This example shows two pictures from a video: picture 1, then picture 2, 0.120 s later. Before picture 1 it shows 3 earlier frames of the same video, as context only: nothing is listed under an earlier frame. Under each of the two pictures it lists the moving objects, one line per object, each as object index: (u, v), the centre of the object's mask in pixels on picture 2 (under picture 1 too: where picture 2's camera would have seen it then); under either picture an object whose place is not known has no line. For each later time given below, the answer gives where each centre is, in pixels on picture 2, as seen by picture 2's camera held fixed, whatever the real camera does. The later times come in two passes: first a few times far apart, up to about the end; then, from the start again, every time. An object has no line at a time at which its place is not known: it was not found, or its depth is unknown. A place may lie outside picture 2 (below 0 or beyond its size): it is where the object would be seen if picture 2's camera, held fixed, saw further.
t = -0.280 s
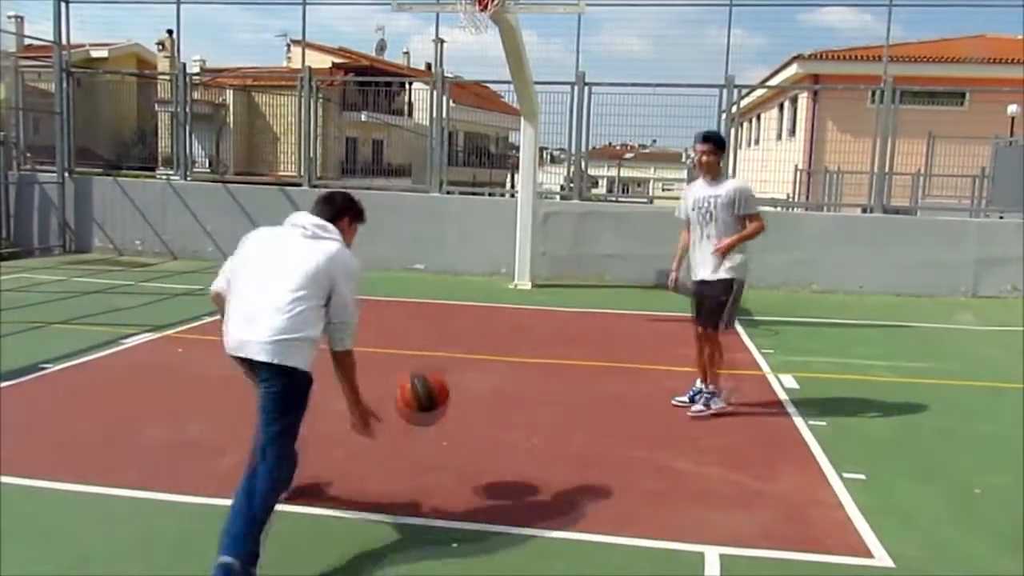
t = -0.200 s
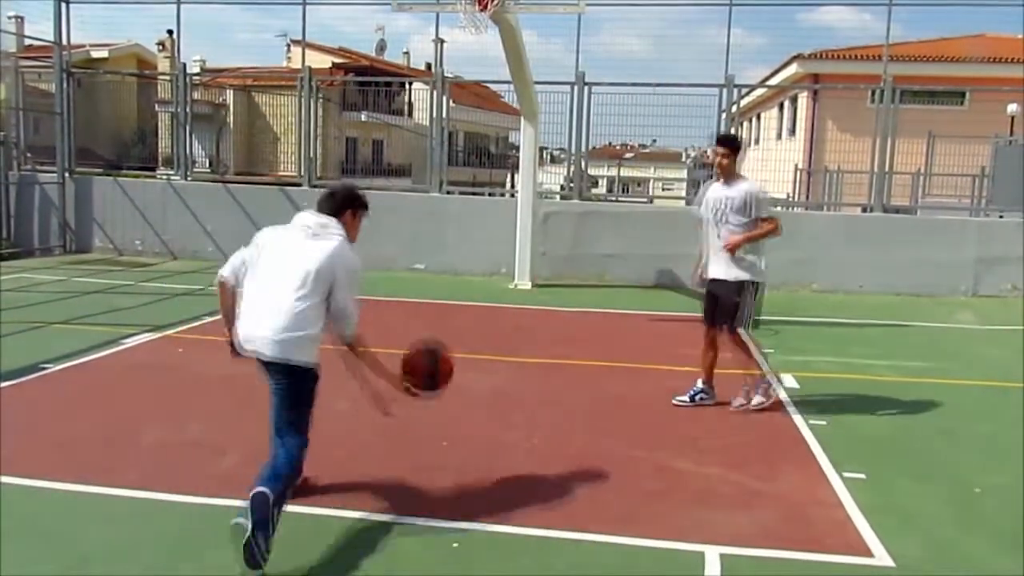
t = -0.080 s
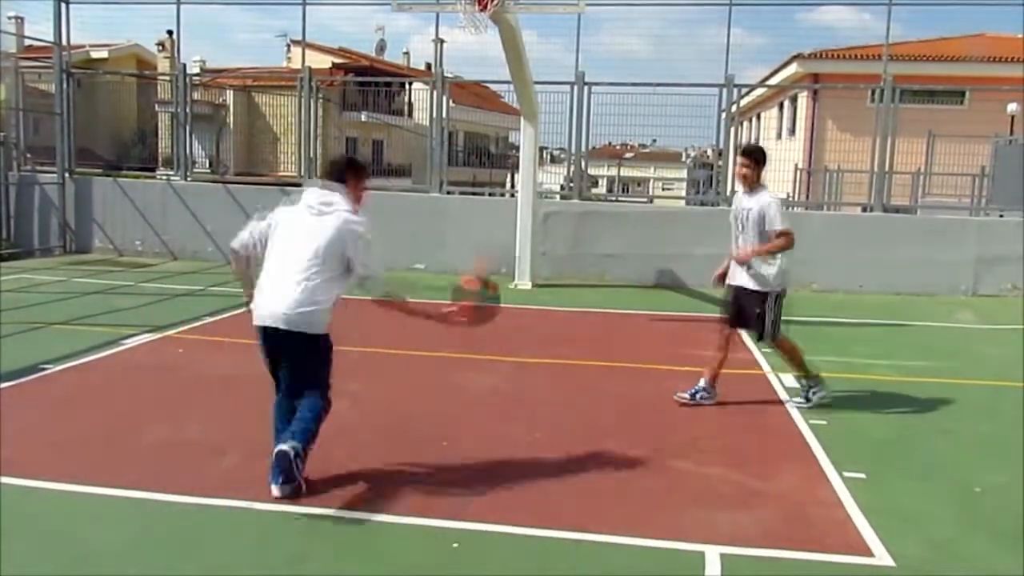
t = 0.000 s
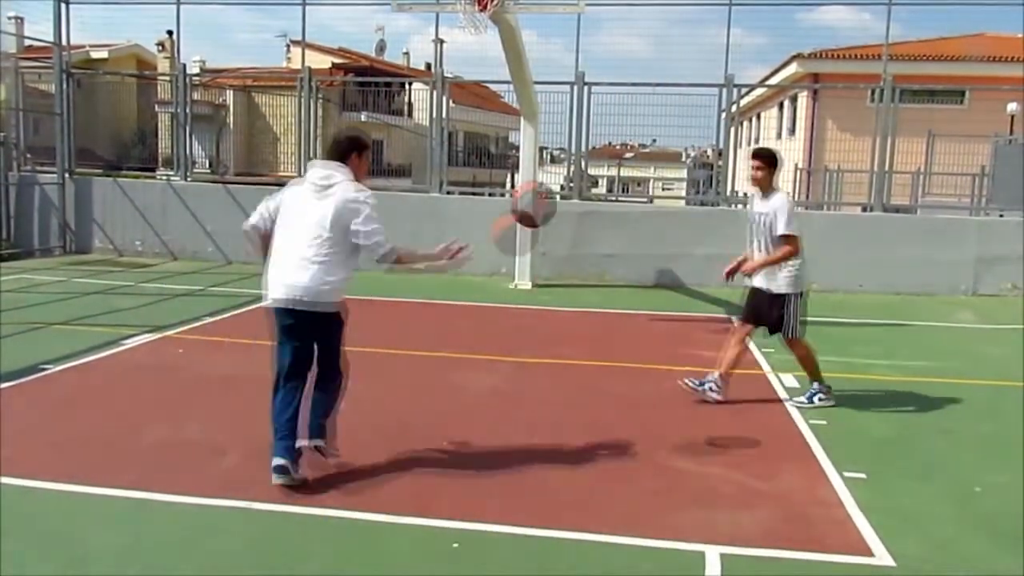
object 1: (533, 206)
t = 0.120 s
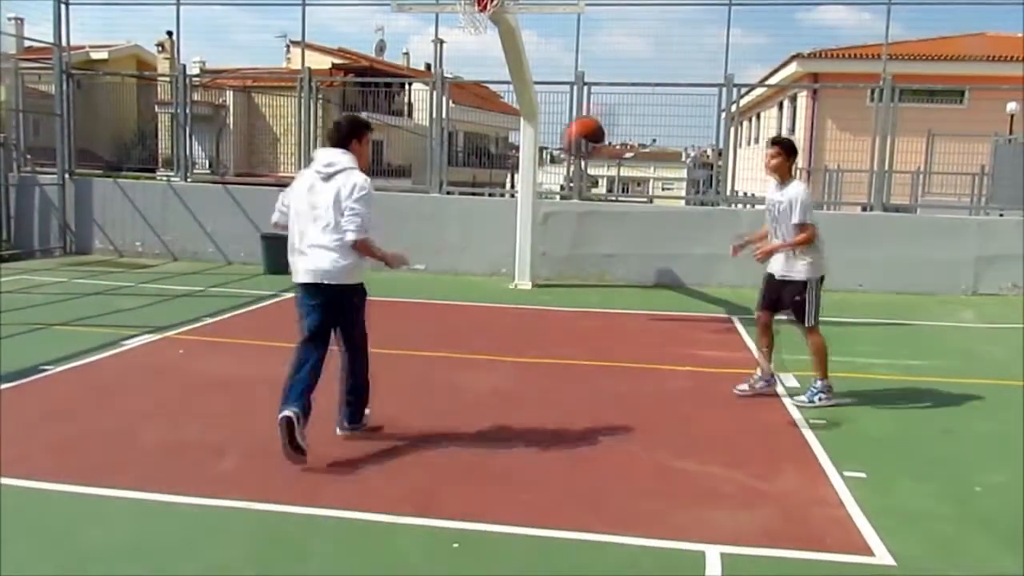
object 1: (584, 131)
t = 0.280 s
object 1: (650, 81)
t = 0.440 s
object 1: (702, 76)
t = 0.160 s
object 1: (603, 114)
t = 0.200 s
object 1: (624, 98)
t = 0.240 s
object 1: (637, 88)
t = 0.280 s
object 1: (650, 81)
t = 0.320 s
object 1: (661, 76)
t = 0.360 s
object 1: (674, 73)
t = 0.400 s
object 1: (688, 73)
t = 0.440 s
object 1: (702, 76)
